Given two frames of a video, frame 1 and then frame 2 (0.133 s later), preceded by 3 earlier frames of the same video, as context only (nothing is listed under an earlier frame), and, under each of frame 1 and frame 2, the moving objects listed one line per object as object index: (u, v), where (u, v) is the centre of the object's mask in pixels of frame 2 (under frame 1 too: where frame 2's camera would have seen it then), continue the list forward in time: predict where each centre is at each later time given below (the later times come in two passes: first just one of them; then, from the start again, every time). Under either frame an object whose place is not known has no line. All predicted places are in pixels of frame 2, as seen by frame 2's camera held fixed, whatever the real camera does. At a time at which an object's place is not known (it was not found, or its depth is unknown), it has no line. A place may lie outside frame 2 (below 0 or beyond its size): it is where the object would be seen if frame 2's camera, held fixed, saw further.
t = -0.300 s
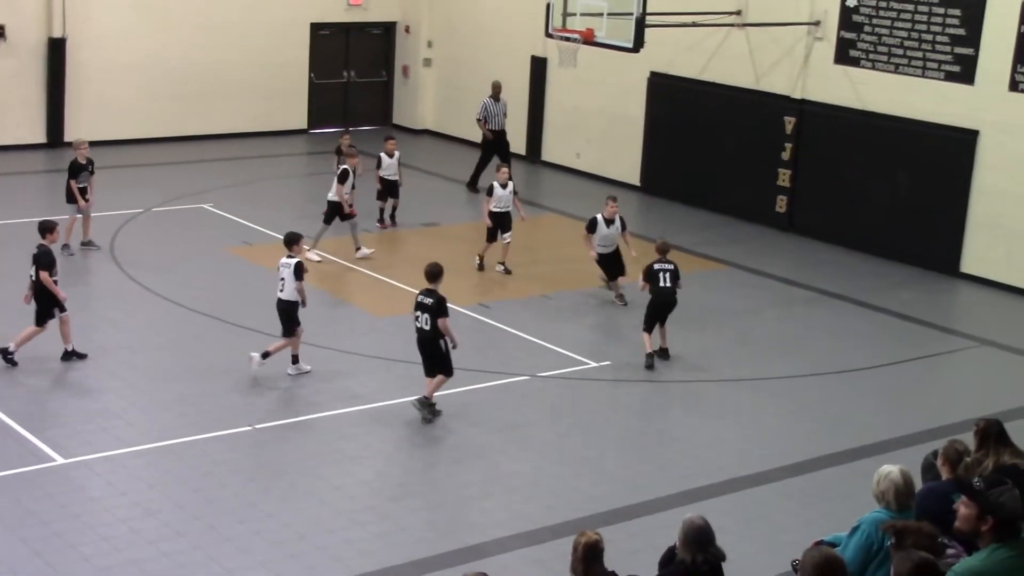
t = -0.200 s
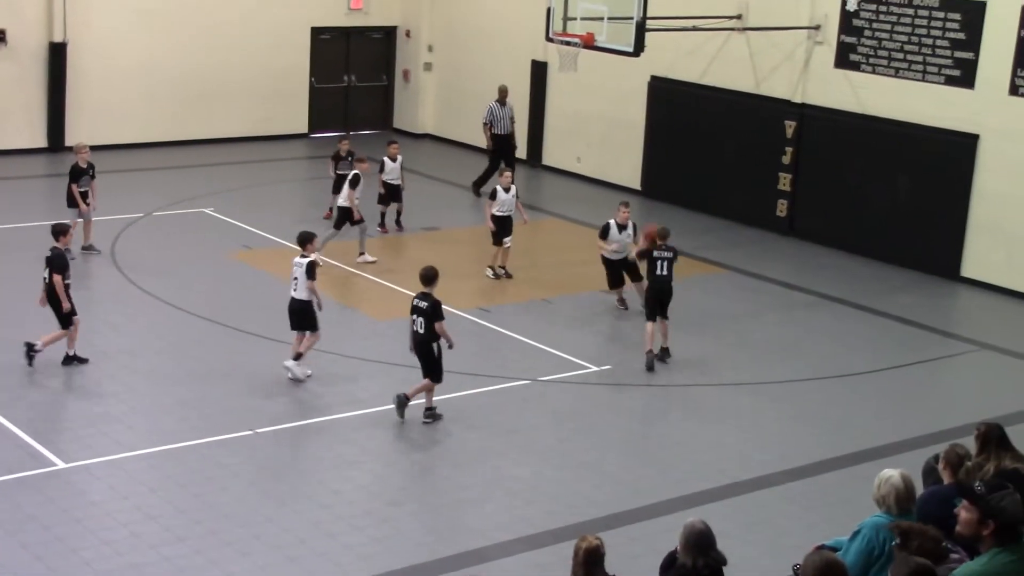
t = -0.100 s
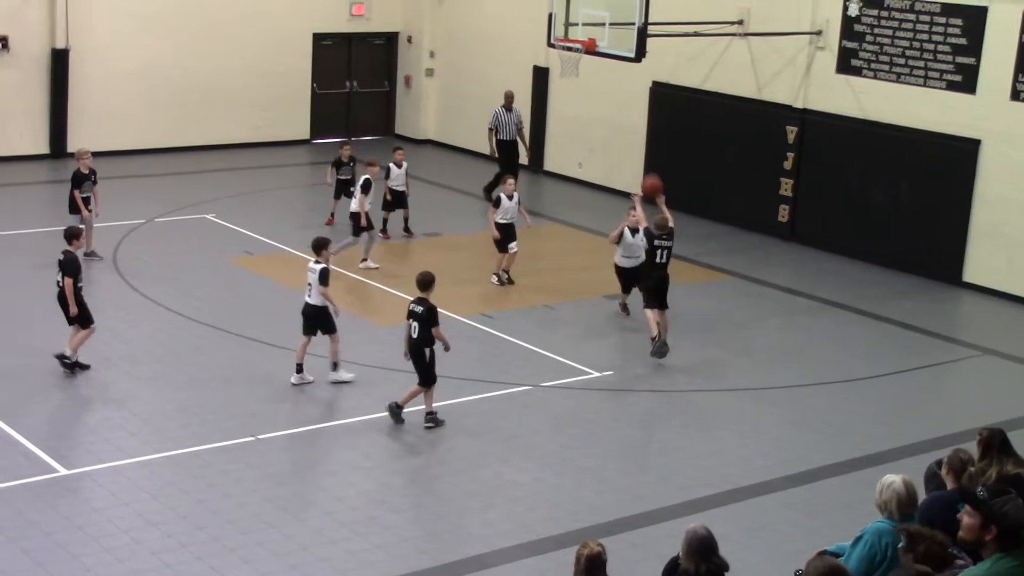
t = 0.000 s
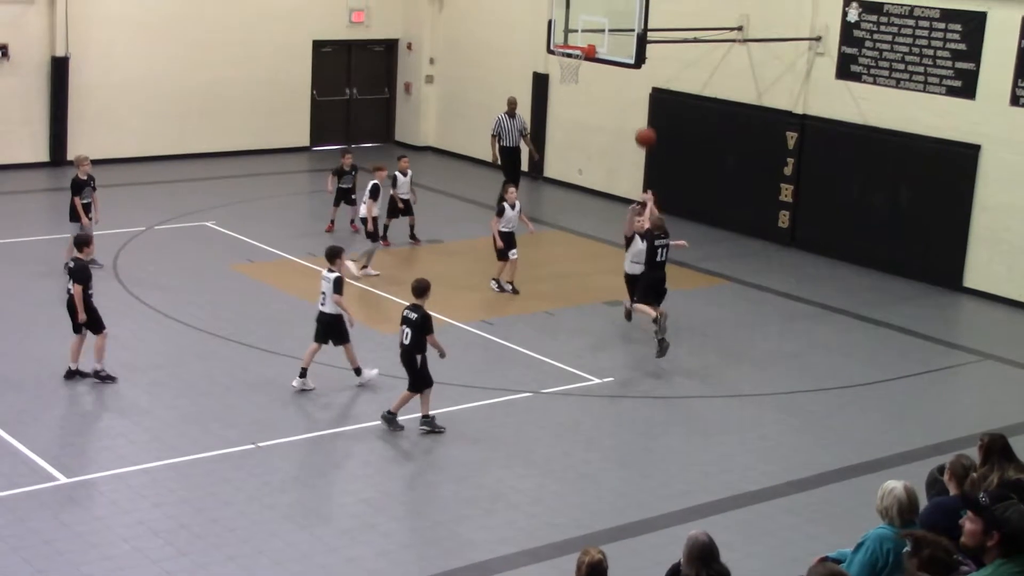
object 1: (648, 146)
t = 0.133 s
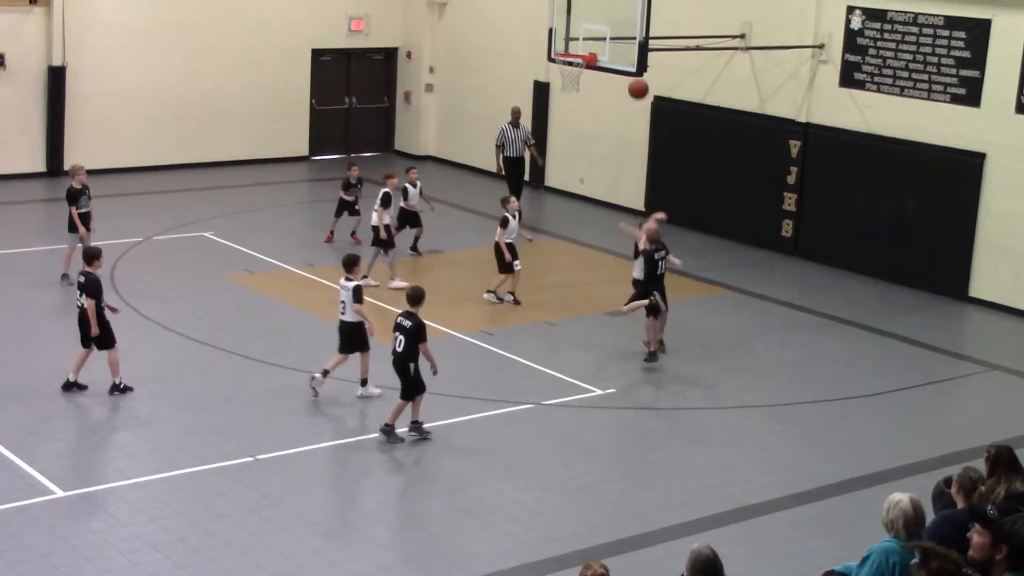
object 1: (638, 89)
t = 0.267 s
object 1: (629, 50)
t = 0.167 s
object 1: (636, 78)
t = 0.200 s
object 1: (634, 67)
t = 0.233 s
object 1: (631, 58)
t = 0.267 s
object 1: (629, 50)
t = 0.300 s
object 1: (626, 43)
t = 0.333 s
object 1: (624, 36)
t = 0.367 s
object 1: (621, 31)
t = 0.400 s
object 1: (619, 27)
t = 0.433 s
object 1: (616, 24)
